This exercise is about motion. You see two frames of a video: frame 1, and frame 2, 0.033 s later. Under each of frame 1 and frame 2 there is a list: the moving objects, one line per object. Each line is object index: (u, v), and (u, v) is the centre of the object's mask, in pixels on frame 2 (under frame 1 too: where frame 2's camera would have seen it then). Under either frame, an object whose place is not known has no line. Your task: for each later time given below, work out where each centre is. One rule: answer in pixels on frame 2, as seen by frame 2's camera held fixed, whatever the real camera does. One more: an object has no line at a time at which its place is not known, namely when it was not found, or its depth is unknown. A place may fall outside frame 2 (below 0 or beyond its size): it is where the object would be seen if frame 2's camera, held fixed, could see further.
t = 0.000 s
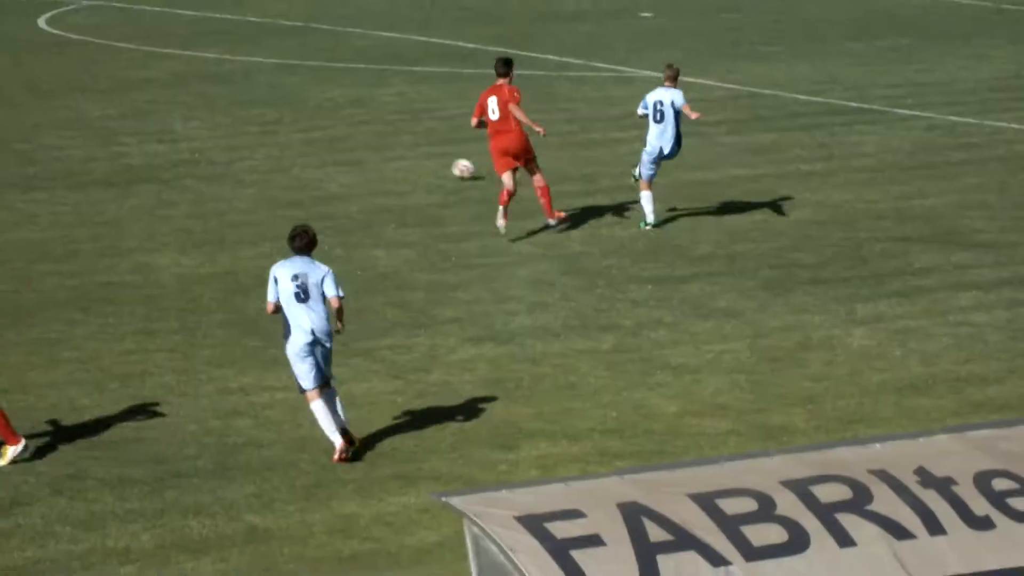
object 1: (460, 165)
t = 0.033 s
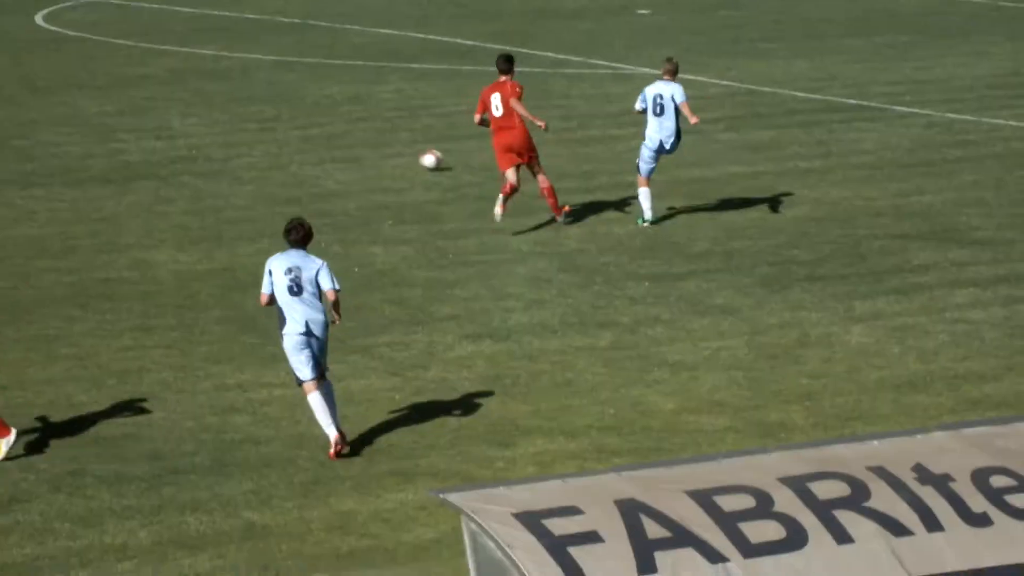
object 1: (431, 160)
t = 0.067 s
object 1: (403, 155)
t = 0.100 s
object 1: (376, 151)
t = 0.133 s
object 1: (348, 148)
